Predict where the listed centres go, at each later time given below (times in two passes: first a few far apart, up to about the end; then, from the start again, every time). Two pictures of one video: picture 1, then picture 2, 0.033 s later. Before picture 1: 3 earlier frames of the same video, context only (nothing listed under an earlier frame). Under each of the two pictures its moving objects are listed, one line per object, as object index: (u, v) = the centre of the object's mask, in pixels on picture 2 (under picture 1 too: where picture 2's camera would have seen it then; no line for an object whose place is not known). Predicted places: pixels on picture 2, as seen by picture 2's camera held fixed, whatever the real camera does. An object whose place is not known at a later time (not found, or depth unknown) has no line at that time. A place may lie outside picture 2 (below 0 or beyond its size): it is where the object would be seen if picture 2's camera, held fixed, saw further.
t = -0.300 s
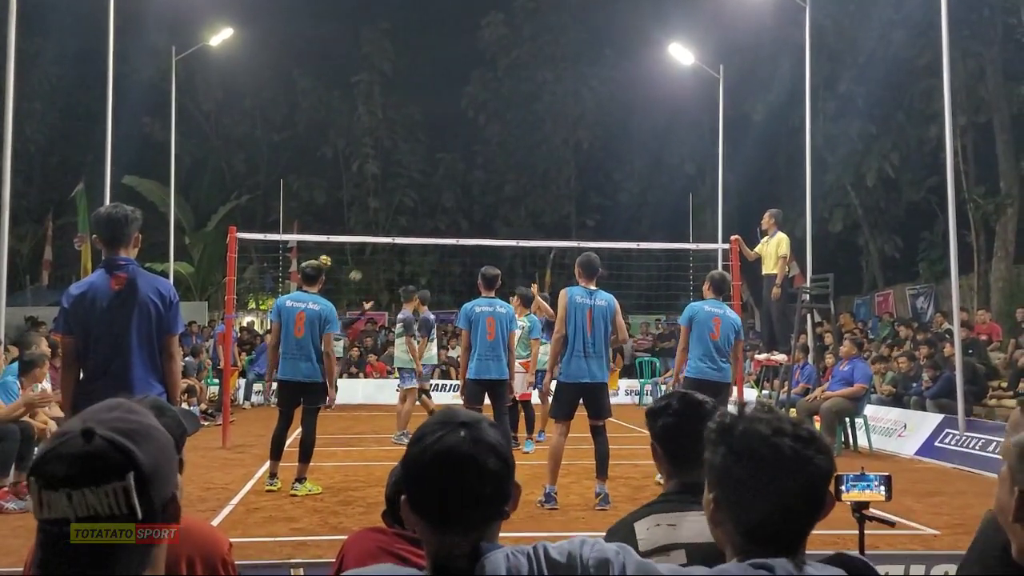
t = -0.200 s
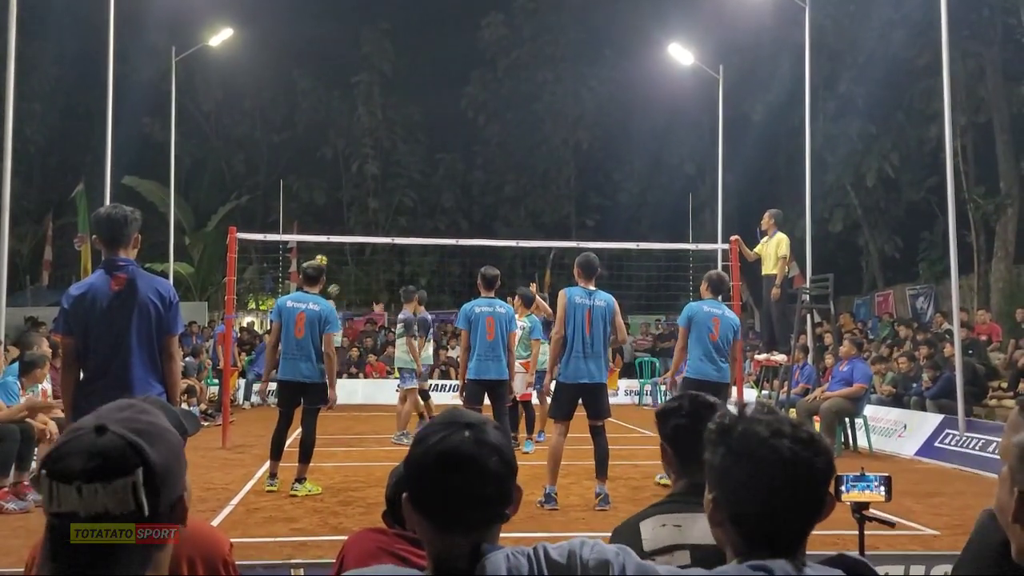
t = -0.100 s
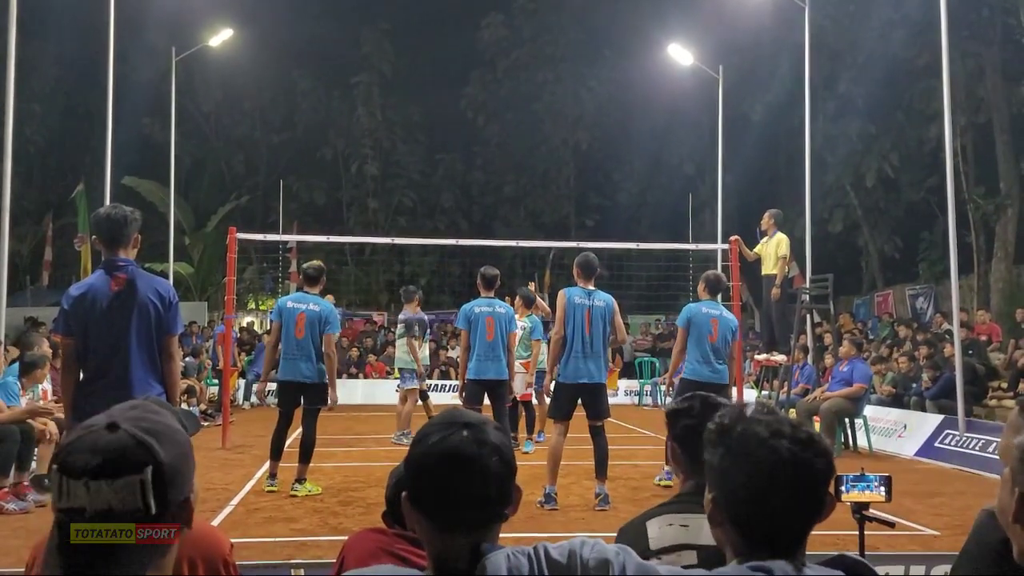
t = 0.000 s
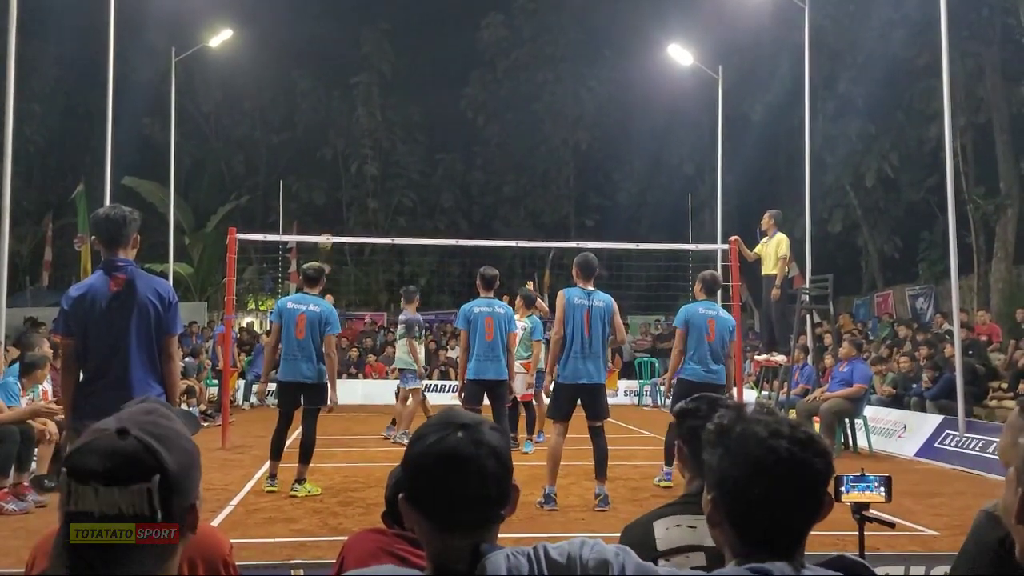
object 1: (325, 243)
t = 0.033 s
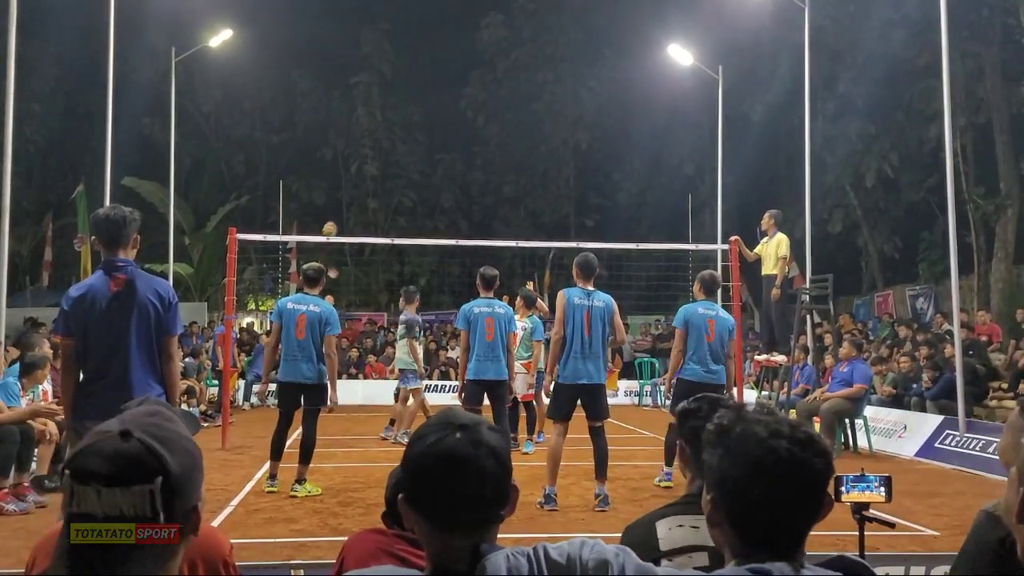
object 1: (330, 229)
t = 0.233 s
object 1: (353, 161)
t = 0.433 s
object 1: (371, 115)
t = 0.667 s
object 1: (387, 99)
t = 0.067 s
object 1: (334, 216)
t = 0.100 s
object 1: (339, 204)
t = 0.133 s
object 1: (343, 193)
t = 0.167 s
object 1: (347, 181)
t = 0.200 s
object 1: (350, 170)
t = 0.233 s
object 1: (353, 161)
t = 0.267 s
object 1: (357, 151)
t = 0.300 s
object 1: (360, 143)
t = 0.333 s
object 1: (363, 135)
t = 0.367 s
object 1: (366, 128)
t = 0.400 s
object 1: (369, 120)
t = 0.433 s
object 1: (371, 115)
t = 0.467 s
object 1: (374, 110)
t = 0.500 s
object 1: (377, 105)
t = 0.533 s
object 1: (379, 102)
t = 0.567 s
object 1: (381, 99)
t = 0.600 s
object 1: (384, 98)
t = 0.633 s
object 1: (385, 97)
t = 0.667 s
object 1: (387, 99)
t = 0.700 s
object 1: (389, 101)
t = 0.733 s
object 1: (390, 104)
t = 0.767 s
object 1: (392, 109)
